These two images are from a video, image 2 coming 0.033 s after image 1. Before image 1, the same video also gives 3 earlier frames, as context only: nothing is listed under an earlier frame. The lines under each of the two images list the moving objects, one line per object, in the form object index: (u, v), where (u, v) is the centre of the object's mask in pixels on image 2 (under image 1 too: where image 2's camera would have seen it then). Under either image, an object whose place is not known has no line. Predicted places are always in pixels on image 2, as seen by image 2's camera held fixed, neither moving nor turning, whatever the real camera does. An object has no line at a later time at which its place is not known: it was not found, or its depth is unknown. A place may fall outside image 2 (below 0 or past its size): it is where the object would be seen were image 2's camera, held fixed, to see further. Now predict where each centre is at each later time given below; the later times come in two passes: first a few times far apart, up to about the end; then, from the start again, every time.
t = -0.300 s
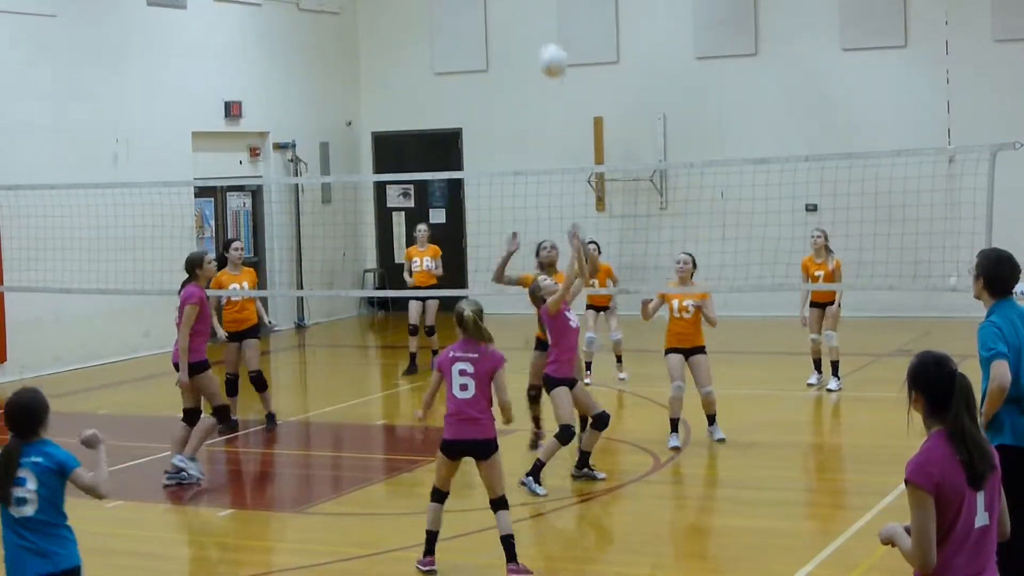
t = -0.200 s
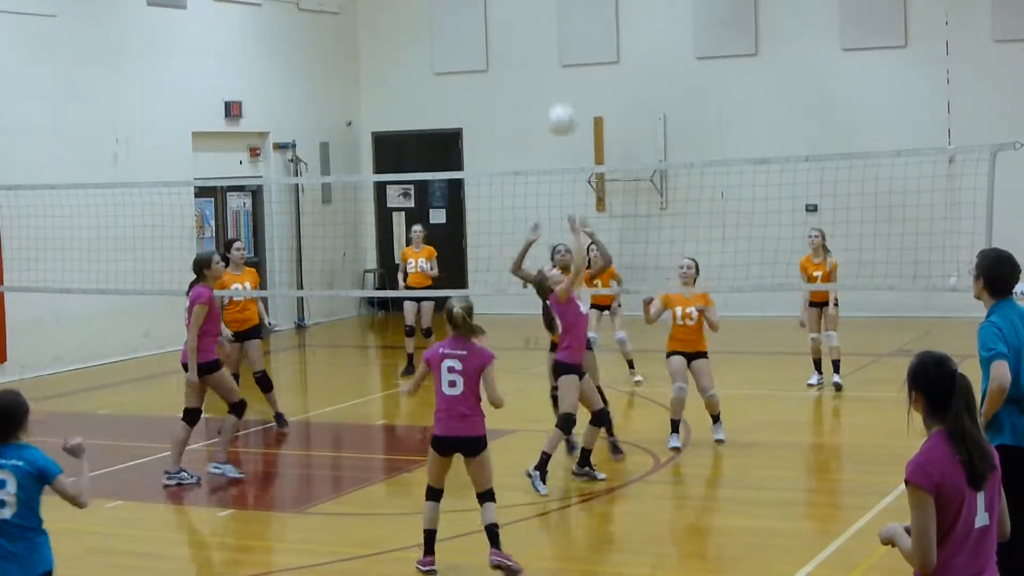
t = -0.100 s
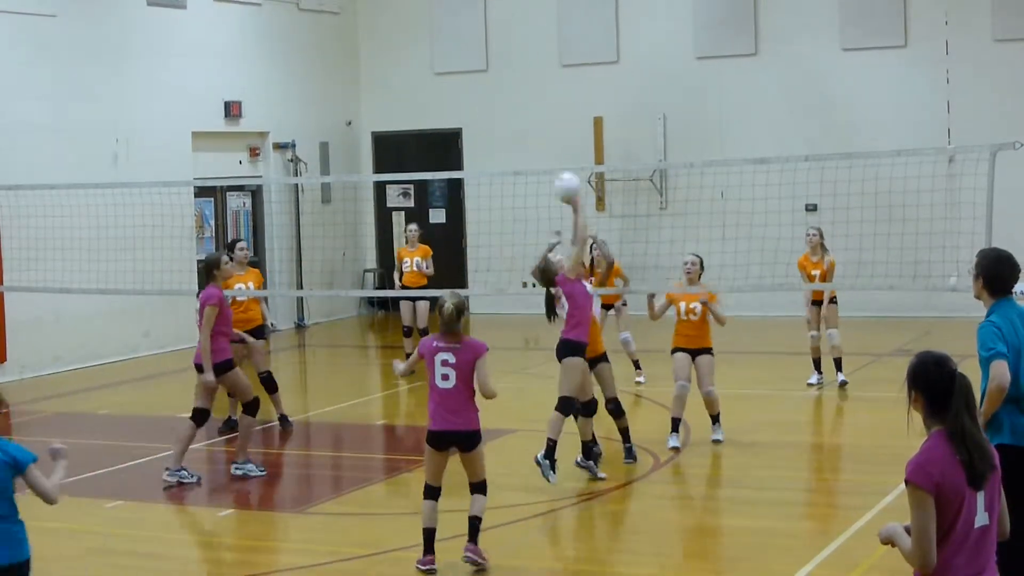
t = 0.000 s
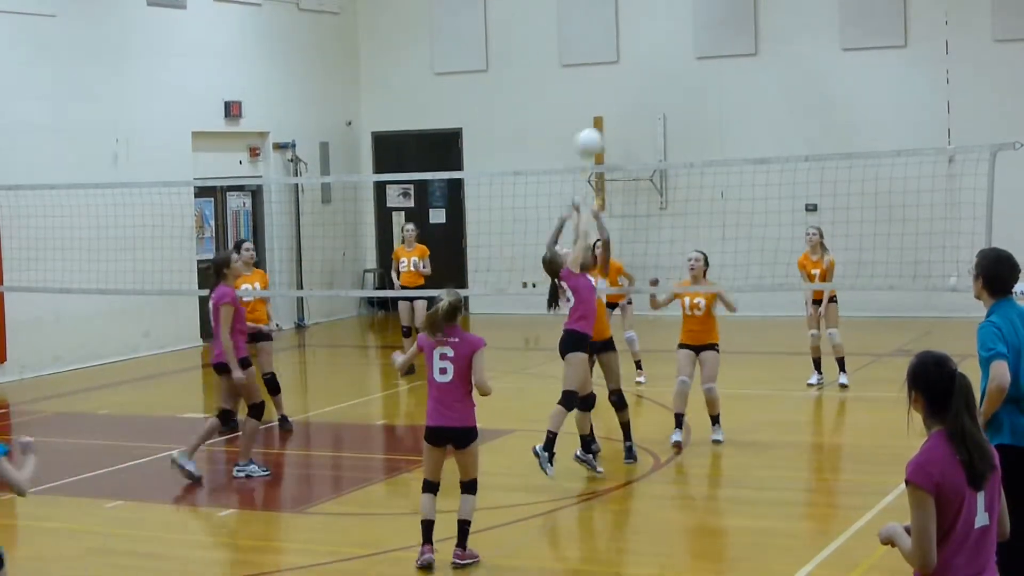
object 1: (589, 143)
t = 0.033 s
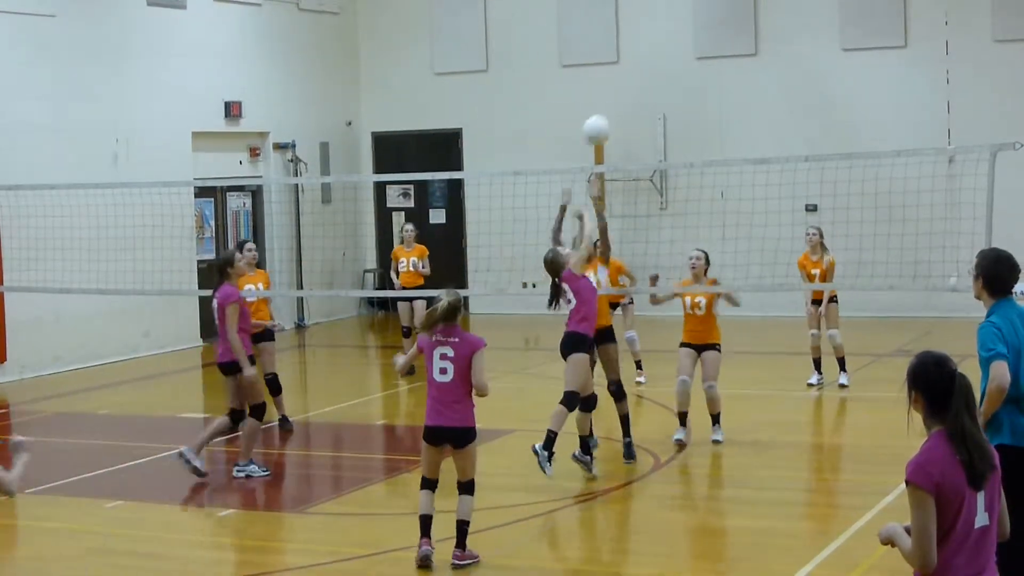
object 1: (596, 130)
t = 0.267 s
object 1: (646, 81)
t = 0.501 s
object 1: (692, 101)
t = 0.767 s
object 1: (734, 193)
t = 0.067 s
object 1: (604, 117)
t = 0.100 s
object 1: (612, 107)
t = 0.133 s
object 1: (619, 99)
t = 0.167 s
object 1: (626, 92)
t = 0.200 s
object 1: (632, 87)
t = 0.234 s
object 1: (639, 83)
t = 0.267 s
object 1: (646, 81)
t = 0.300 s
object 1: (653, 79)
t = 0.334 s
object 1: (660, 80)
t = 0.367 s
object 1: (667, 81)
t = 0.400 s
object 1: (673, 85)
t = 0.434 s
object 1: (679, 89)
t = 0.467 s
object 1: (685, 95)
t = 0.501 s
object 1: (692, 101)
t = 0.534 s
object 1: (697, 109)
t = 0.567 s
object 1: (703, 118)
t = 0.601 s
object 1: (708, 129)
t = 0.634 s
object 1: (713, 139)
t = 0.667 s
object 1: (718, 149)
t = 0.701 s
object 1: (724, 165)
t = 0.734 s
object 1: (729, 179)
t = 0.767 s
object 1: (734, 193)
